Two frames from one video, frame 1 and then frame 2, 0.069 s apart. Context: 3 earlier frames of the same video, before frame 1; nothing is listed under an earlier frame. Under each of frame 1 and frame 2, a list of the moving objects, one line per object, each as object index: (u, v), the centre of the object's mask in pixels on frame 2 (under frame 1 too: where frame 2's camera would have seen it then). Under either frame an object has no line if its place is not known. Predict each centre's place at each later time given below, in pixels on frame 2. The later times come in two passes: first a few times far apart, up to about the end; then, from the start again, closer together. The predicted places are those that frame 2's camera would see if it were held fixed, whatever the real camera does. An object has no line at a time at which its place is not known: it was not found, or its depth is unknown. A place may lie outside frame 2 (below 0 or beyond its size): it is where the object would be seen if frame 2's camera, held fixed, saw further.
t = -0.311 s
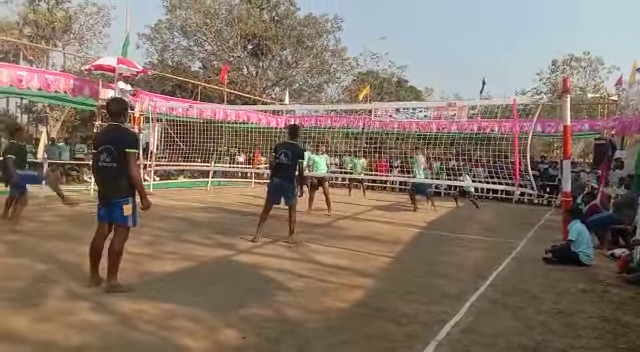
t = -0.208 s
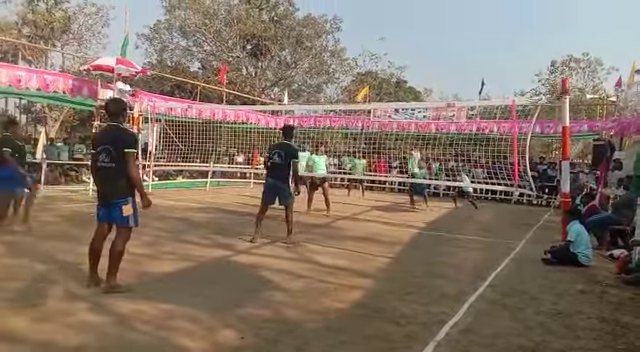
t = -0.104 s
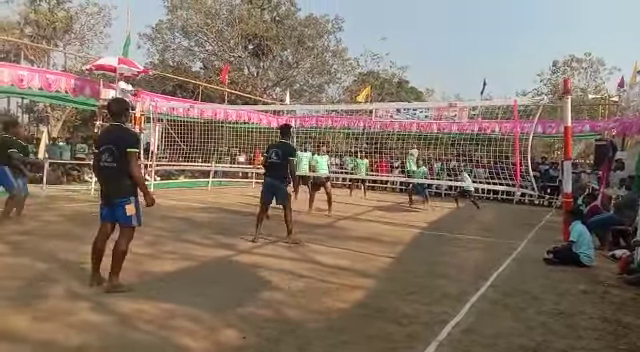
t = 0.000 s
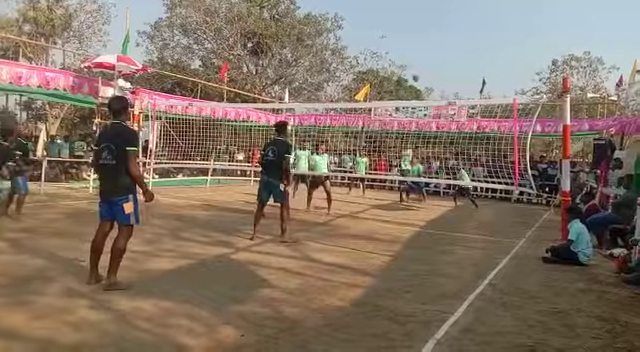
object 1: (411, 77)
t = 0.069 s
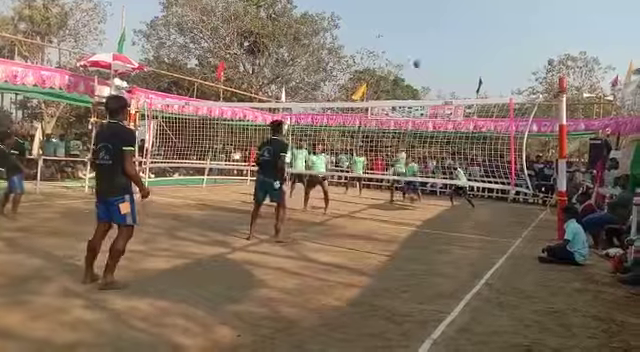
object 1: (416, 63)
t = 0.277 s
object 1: (432, 27)
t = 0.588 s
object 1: (456, 11)
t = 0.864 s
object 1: (481, 44)
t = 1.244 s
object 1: (521, 217)
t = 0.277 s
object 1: (432, 27)
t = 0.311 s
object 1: (435, 23)
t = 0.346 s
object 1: (437, 20)
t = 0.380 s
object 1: (440, 17)
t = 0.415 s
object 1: (443, 15)
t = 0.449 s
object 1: (445, 13)
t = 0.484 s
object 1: (448, 12)
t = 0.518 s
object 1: (450, 11)
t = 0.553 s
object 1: (454, 11)
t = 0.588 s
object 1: (456, 11)
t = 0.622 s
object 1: (459, 13)
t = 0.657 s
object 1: (462, 15)
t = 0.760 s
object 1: (471, 25)
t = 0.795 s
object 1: (474, 30)
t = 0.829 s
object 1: (477, 36)
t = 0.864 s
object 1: (481, 44)
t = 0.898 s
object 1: (484, 52)
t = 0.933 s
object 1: (488, 62)
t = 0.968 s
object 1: (490, 73)
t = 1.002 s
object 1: (494, 85)
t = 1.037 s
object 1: (499, 98)
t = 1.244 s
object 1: (521, 217)
